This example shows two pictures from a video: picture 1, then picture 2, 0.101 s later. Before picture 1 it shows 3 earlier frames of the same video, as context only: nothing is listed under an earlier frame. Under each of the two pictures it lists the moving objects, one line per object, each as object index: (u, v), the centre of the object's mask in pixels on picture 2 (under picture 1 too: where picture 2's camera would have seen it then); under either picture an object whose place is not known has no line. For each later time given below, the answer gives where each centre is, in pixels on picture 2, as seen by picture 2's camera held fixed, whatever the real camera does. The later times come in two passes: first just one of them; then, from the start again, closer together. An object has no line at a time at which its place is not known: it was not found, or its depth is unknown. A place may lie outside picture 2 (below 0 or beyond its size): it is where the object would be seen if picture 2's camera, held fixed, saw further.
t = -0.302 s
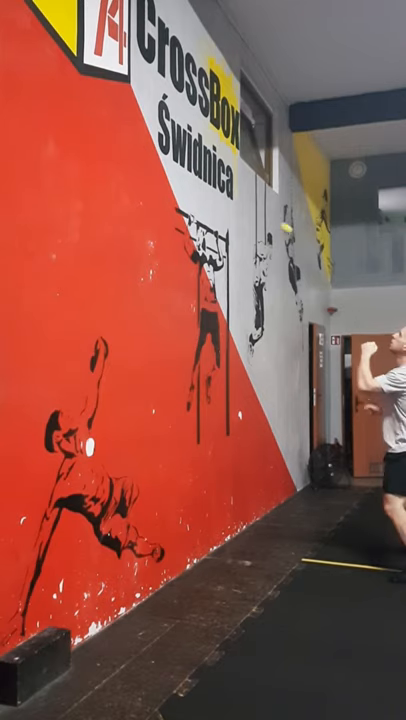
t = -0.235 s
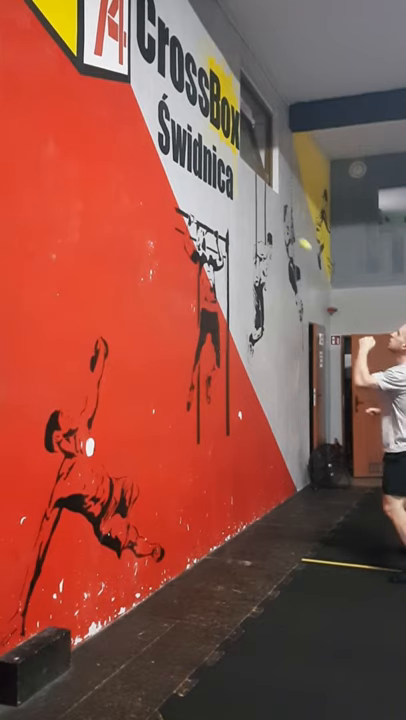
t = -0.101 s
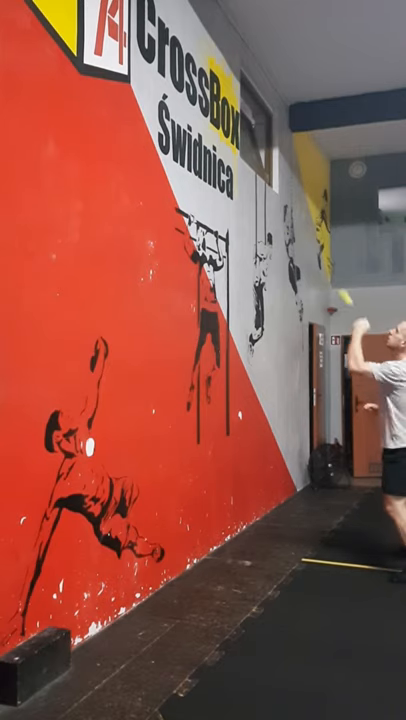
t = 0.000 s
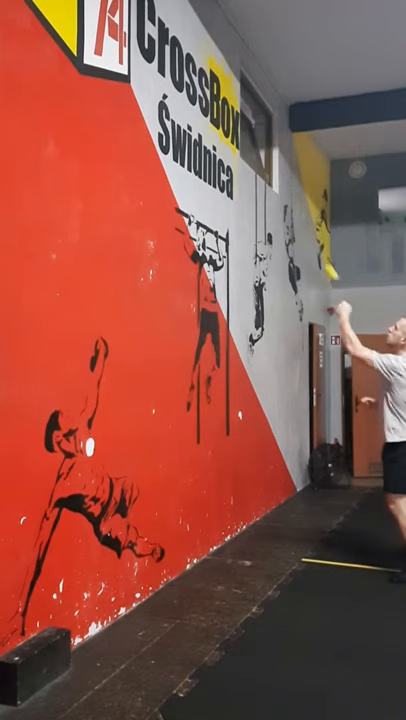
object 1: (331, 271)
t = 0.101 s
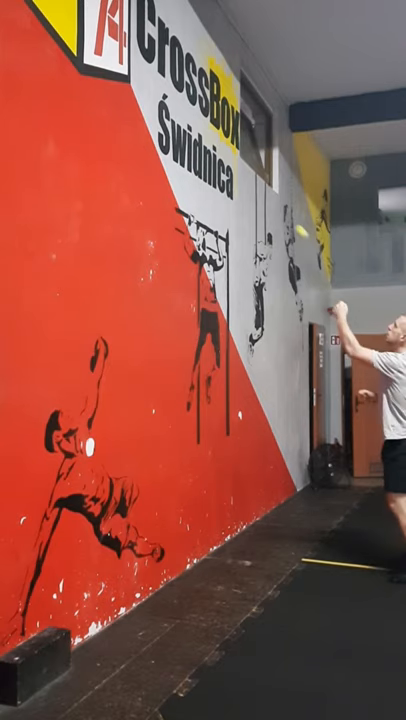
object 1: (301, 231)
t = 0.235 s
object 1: (264, 202)
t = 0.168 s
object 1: (282, 213)
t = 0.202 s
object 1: (273, 206)
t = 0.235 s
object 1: (264, 202)
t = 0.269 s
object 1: (255, 198)
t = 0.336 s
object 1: (237, 196)
